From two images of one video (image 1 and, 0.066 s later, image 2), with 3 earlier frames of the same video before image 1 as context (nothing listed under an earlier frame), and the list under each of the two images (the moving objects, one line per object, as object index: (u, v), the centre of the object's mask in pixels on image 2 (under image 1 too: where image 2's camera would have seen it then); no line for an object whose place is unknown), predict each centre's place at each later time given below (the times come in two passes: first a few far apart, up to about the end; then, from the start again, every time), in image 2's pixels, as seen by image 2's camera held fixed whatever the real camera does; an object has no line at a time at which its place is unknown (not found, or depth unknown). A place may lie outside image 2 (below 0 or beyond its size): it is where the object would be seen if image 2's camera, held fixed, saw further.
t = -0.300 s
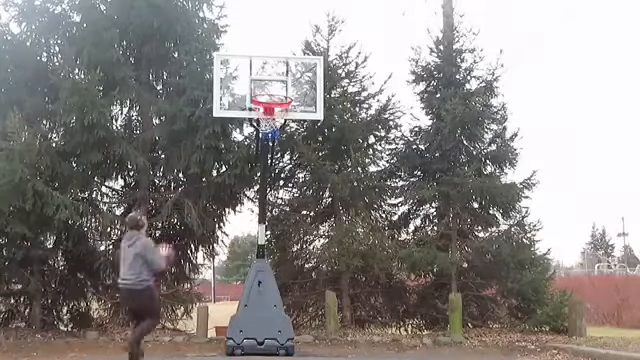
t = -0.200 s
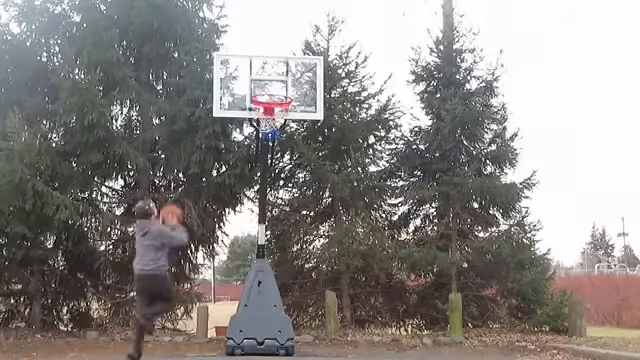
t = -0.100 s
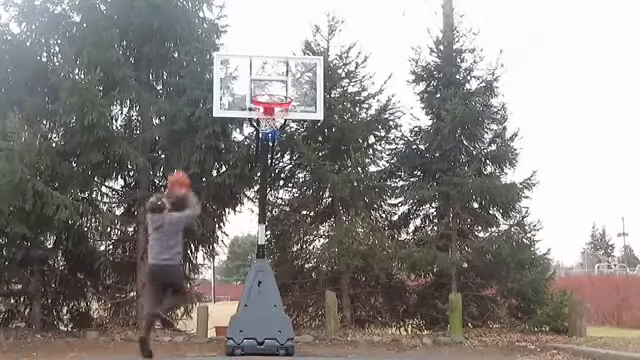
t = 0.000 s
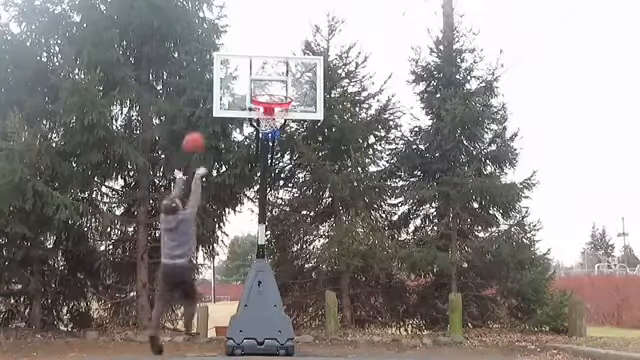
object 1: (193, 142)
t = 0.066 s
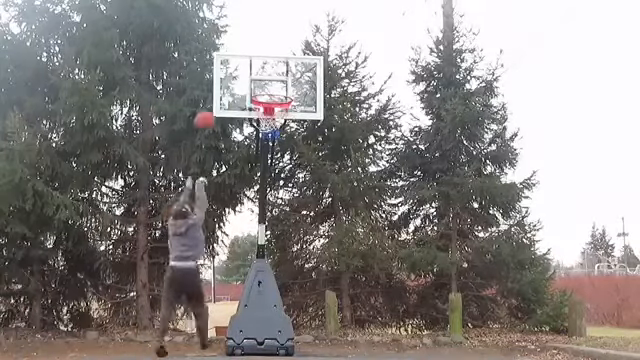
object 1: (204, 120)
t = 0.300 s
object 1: (241, 74)
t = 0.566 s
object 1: (271, 75)
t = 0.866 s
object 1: (266, 101)
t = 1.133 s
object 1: (270, 155)
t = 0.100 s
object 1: (209, 111)
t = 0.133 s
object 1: (216, 103)
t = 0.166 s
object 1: (222, 95)
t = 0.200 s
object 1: (226, 89)
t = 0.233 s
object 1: (232, 83)
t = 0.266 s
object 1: (237, 78)
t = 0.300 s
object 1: (241, 74)
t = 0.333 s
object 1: (248, 71)
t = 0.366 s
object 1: (252, 70)
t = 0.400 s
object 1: (255, 69)
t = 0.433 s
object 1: (258, 69)
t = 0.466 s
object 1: (262, 69)
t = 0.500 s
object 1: (265, 70)
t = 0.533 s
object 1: (268, 71)
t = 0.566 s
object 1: (271, 75)
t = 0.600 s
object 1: (275, 79)
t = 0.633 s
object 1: (279, 84)
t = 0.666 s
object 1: (281, 89)
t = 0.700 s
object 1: (280, 90)
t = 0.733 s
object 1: (277, 91)
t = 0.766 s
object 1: (273, 95)
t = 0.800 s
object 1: (271, 97)
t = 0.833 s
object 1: (268, 97)
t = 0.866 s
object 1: (266, 101)
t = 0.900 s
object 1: (265, 108)
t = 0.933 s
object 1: (265, 111)
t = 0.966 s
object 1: (265, 124)
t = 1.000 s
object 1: (267, 127)
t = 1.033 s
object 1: (269, 130)
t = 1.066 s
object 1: (270, 137)
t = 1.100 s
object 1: (270, 145)
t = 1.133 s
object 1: (270, 155)
